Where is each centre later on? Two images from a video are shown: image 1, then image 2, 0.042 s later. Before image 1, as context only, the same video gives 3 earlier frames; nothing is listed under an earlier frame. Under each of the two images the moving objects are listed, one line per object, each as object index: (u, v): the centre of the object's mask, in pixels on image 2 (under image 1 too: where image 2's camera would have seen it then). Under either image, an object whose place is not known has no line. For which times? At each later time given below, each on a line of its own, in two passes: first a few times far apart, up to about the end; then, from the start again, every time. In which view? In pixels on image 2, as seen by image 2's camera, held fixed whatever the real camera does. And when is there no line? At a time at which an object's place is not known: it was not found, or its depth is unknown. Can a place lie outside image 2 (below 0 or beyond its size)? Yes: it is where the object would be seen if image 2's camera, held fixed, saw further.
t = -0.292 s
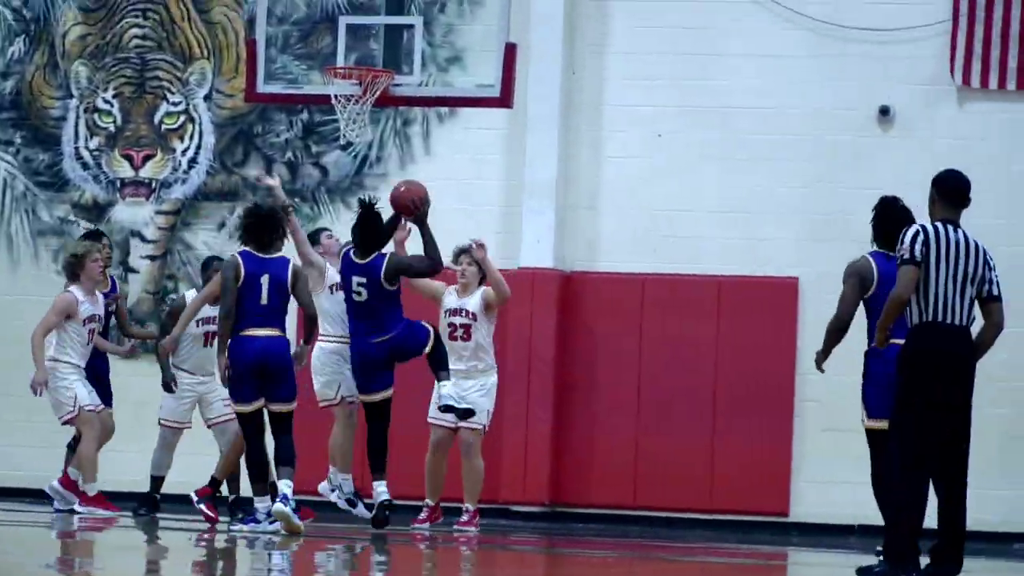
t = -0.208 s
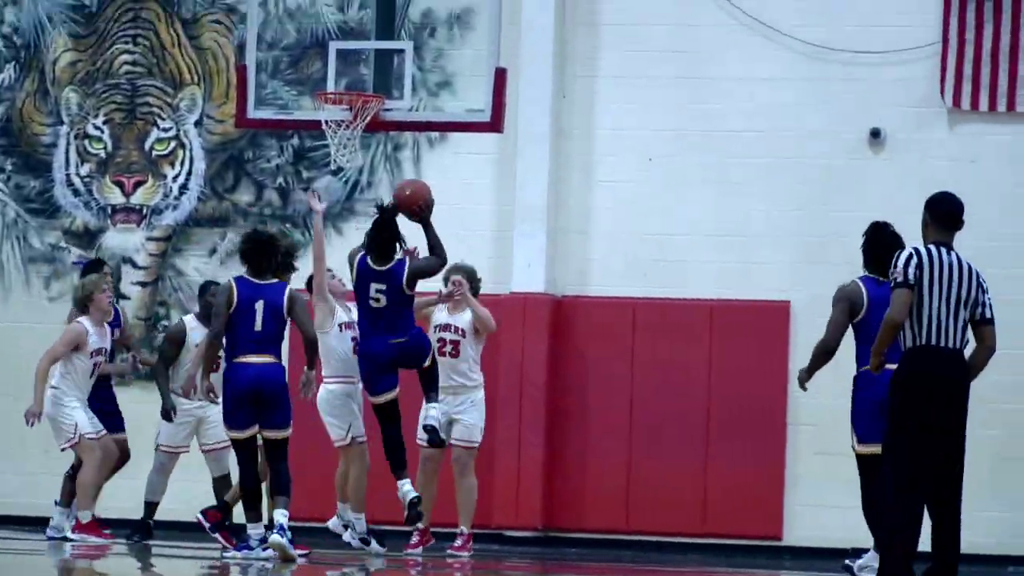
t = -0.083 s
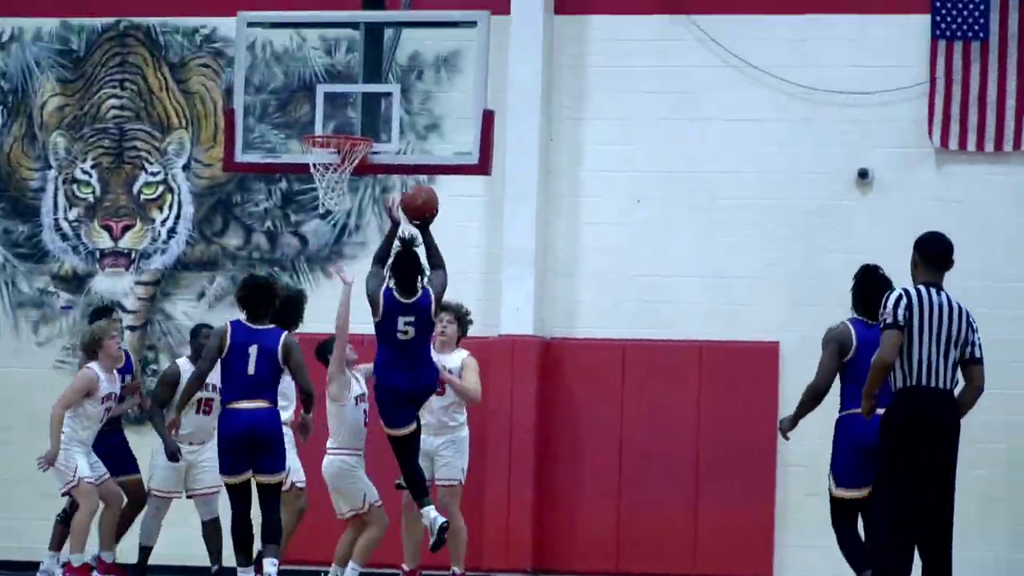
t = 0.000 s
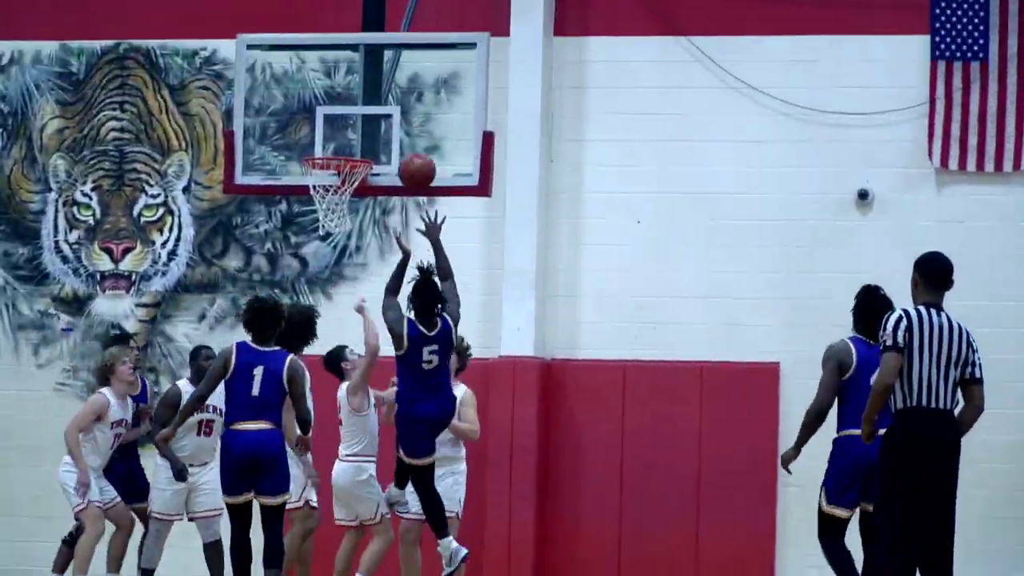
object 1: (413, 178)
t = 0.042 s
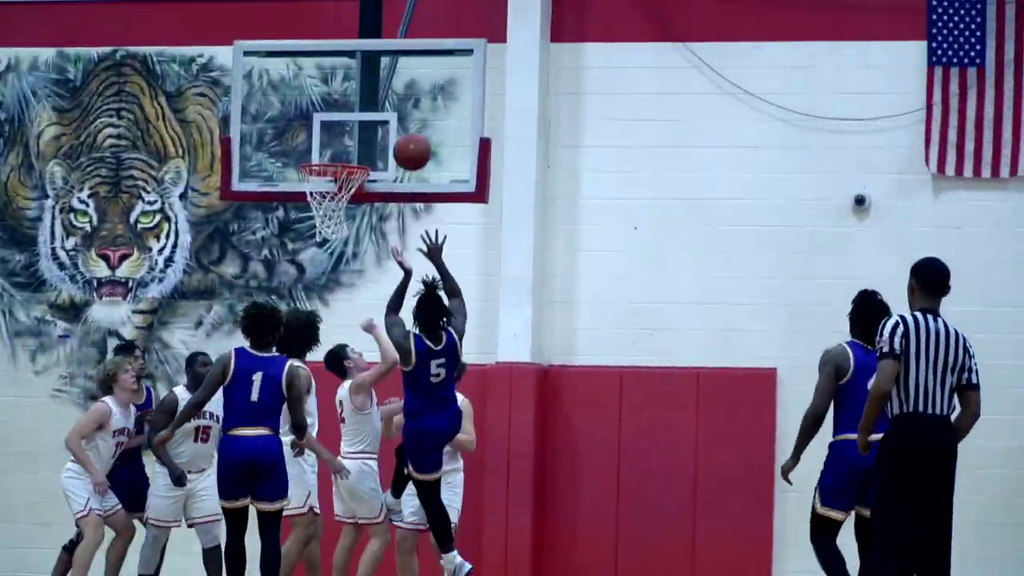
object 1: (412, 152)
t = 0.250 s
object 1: (401, 67)
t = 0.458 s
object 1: (386, 52)
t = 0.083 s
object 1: (410, 129)
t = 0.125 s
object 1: (408, 110)
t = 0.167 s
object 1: (406, 93)
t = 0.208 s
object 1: (403, 79)
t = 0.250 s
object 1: (401, 67)
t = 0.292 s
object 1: (398, 60)
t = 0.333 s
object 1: (395, 53)
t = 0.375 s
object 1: (392, 51)
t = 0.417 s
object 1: (389, 50)
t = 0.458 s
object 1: (386, 52)
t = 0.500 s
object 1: (384, 57)
